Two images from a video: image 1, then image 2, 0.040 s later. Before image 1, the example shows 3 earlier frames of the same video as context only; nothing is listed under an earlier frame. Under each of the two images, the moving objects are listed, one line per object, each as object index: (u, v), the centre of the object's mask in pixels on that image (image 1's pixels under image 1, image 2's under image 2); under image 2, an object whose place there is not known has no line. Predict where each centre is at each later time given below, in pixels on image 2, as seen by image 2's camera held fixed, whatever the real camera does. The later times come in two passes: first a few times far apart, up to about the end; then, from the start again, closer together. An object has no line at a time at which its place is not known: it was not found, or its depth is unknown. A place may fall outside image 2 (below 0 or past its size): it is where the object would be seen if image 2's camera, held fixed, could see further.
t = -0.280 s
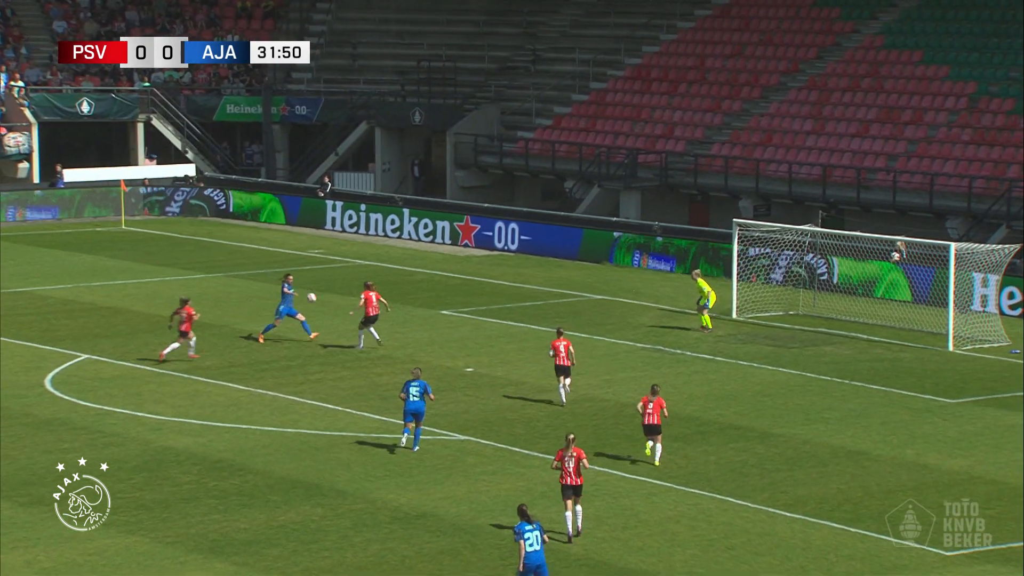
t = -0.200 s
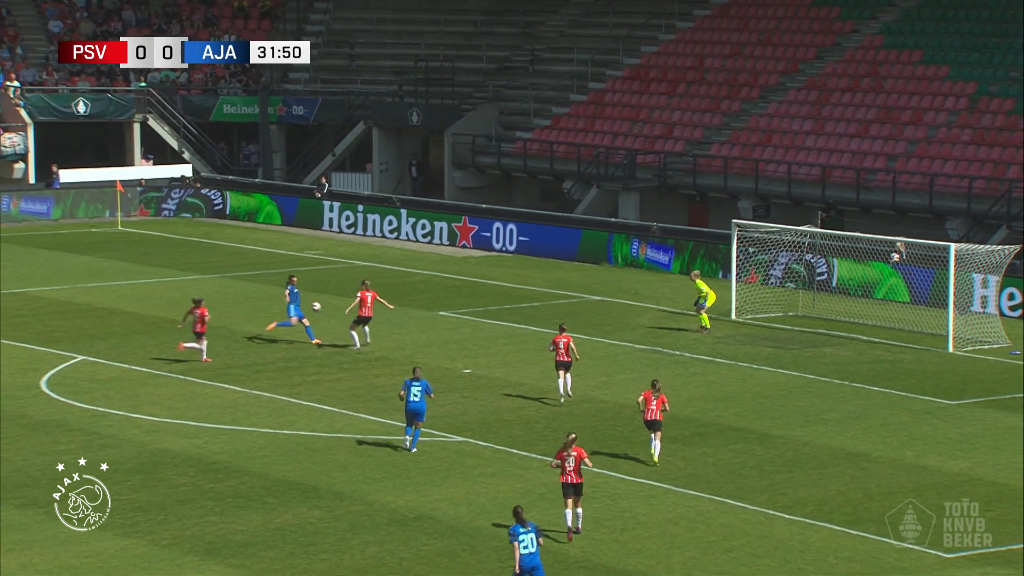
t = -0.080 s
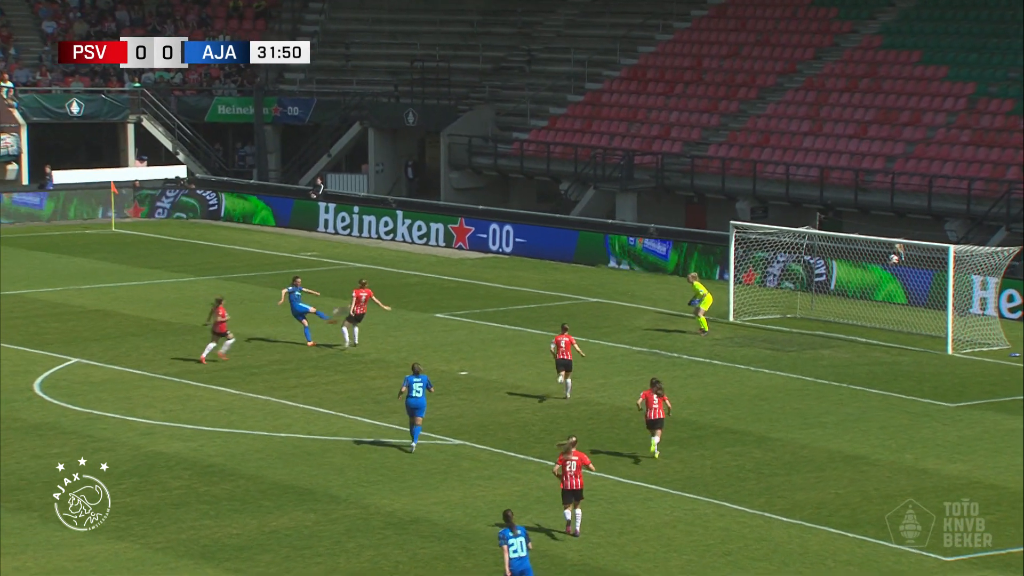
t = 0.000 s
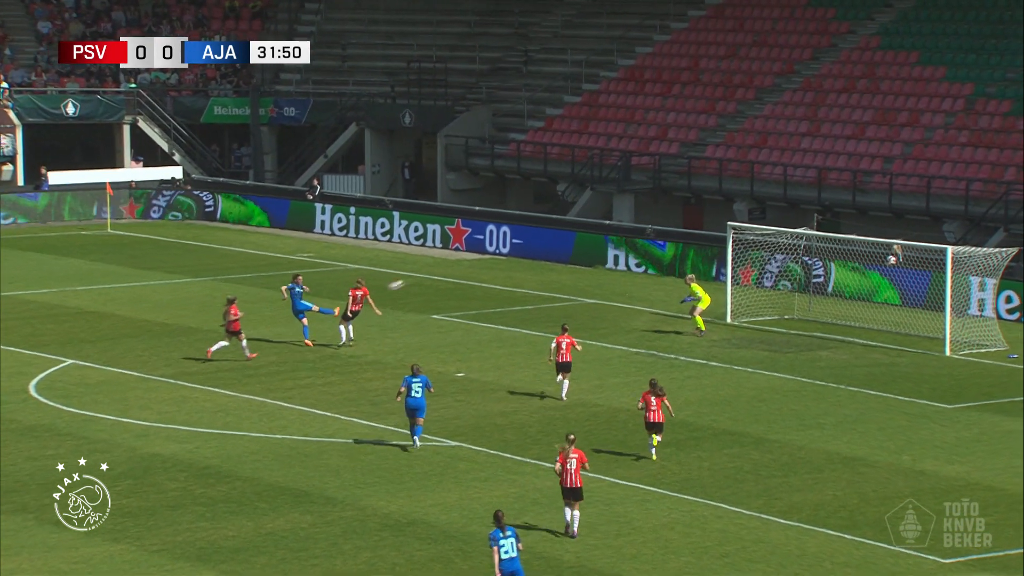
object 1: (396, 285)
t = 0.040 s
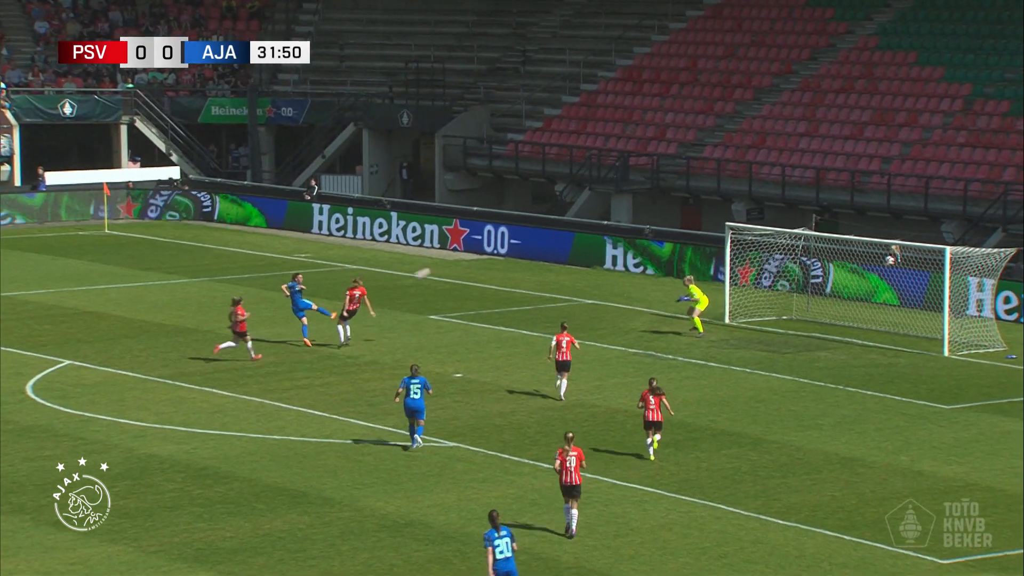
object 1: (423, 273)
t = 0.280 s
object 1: (581, 214)
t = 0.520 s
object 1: (729, 171)
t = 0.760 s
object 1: (870, 146)
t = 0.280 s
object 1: (581, 214)
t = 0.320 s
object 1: (607, 206)
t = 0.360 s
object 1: (631, 197)
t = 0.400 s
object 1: (655, 191)
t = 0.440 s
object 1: (680, 183)
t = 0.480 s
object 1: (704, 177)
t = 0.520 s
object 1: (729, 171)
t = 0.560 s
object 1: (753, 166)
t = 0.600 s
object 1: (776, 160)
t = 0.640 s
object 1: (800, 156)
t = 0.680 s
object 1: (825, 152)
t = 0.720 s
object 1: (847, 149)
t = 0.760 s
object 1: (870, 146)
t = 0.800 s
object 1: (895, 144)
